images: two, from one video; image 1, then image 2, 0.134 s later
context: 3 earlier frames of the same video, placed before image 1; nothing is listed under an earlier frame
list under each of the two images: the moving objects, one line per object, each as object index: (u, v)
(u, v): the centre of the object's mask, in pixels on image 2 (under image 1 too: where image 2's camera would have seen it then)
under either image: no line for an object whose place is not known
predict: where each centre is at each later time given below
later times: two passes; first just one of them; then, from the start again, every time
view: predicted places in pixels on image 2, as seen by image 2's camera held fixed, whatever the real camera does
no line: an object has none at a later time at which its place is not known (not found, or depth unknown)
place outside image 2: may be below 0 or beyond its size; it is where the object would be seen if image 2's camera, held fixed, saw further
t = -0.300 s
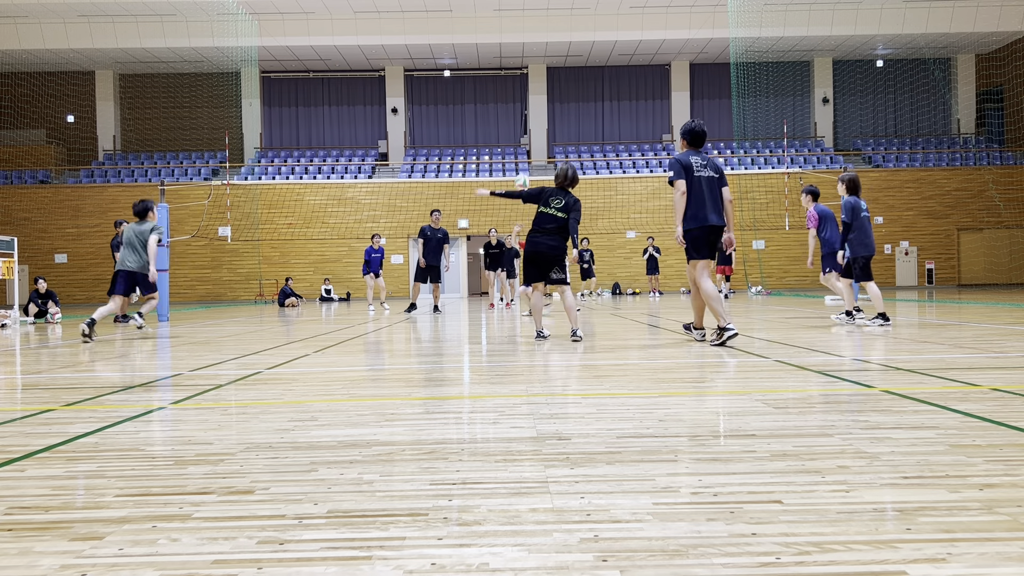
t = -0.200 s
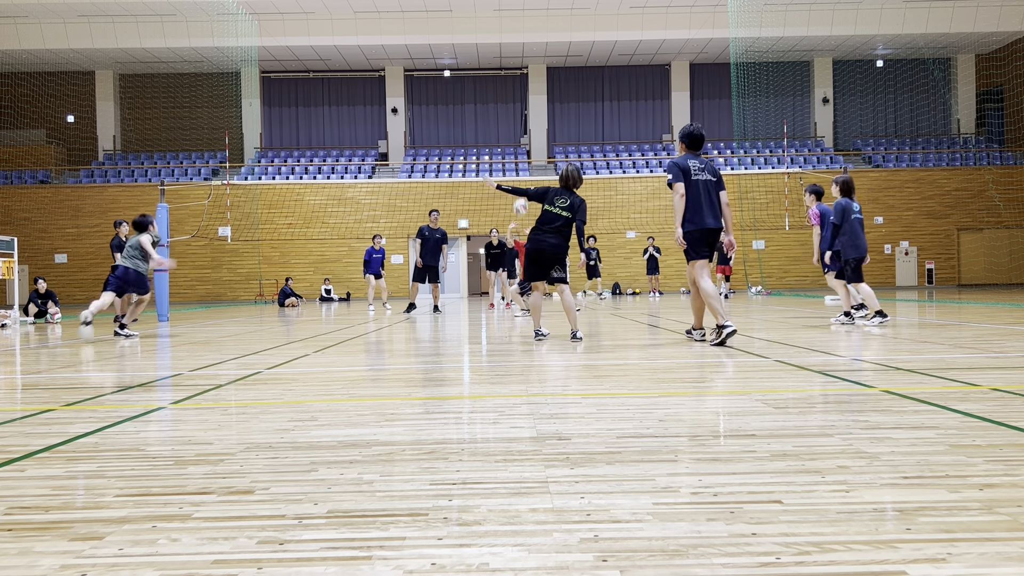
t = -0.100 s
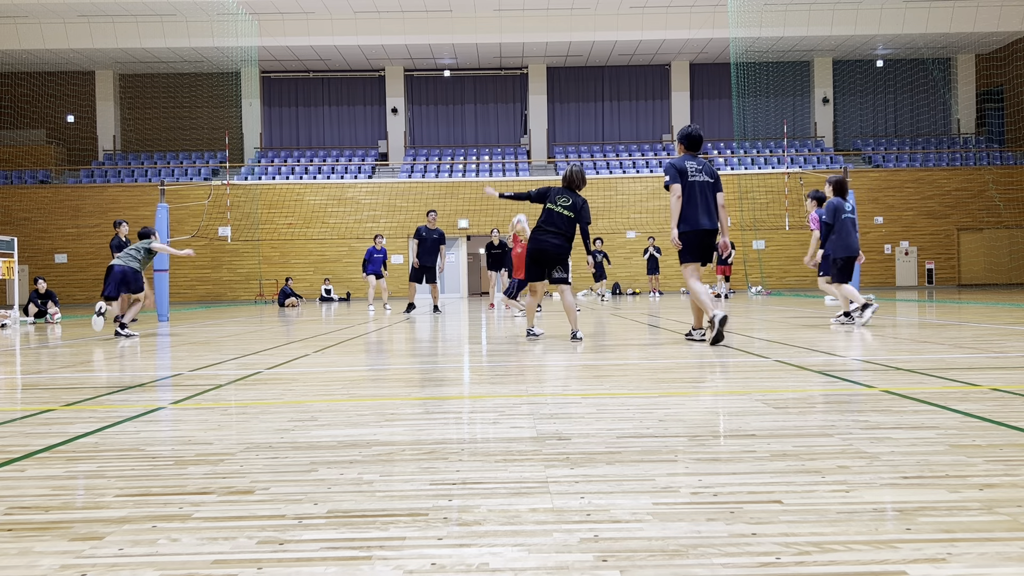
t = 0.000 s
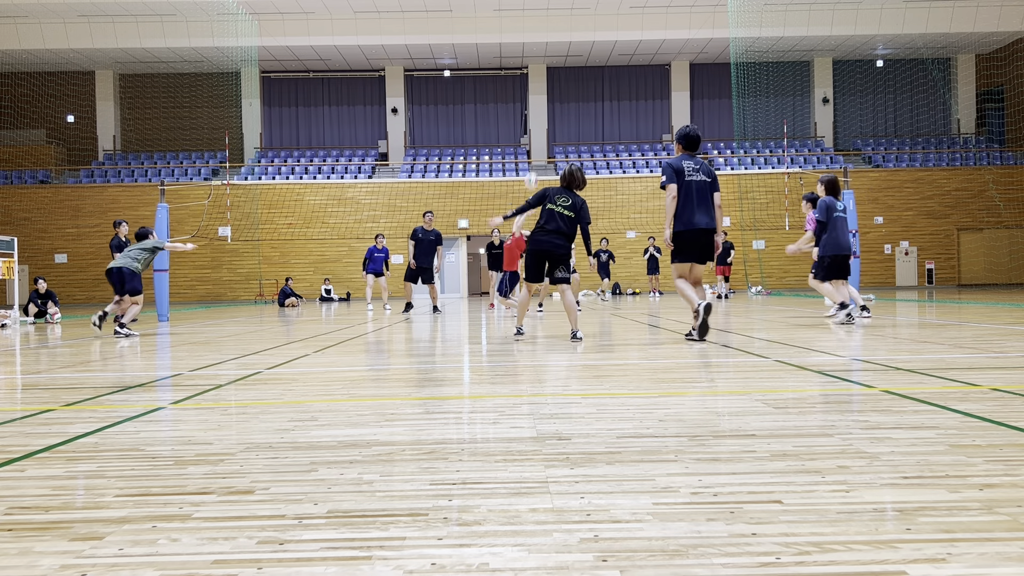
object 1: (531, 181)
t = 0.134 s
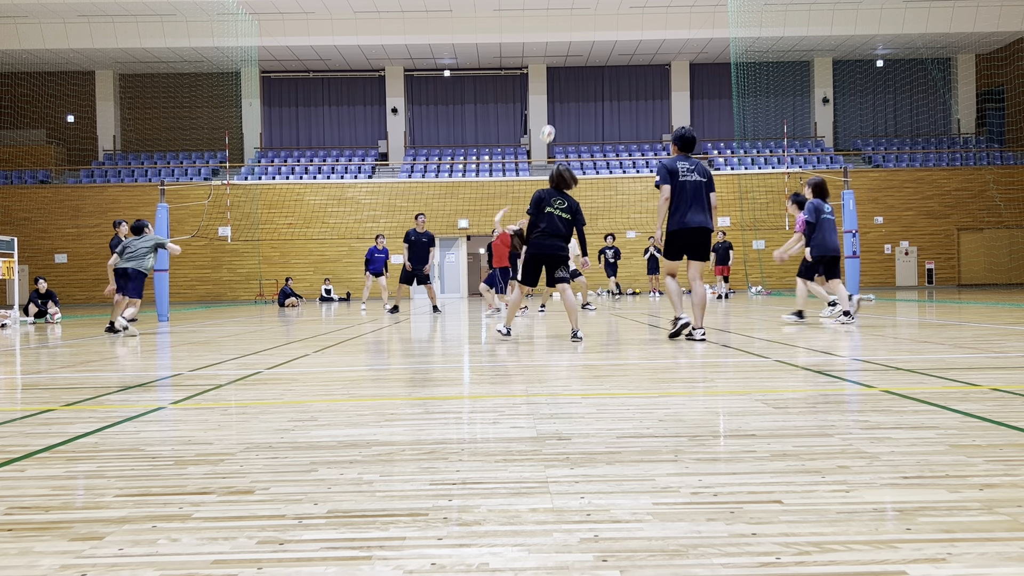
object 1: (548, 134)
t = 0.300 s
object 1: (568, 93)
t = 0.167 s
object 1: (551, 124)
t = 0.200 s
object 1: (555, 115)
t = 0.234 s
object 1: (560, 107)
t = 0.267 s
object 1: (564, 100)
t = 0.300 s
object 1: (568, 93)
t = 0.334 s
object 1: (572, 88)
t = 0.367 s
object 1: (576, 83)
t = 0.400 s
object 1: (580, 78)
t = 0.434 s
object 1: (584, 75)
